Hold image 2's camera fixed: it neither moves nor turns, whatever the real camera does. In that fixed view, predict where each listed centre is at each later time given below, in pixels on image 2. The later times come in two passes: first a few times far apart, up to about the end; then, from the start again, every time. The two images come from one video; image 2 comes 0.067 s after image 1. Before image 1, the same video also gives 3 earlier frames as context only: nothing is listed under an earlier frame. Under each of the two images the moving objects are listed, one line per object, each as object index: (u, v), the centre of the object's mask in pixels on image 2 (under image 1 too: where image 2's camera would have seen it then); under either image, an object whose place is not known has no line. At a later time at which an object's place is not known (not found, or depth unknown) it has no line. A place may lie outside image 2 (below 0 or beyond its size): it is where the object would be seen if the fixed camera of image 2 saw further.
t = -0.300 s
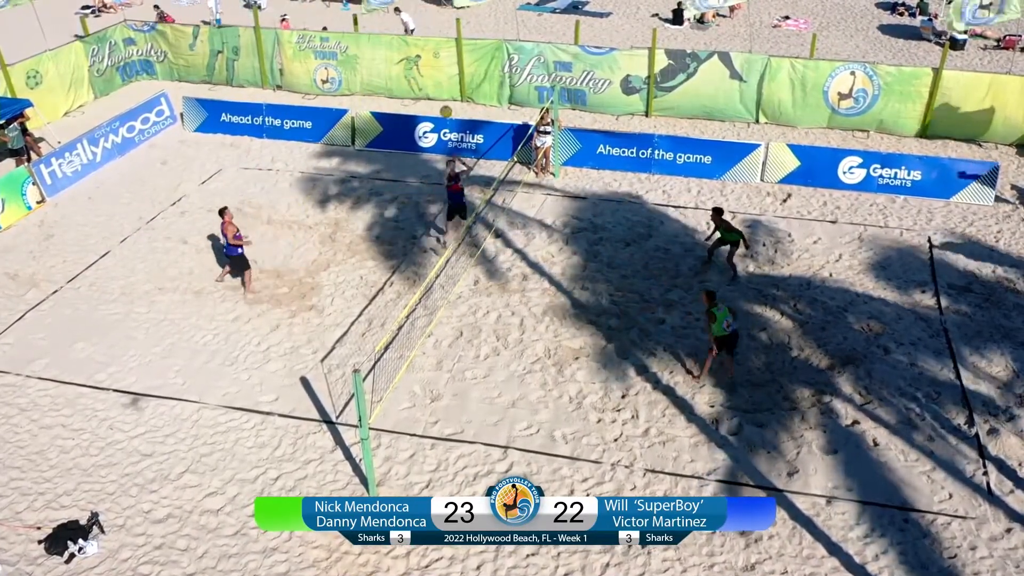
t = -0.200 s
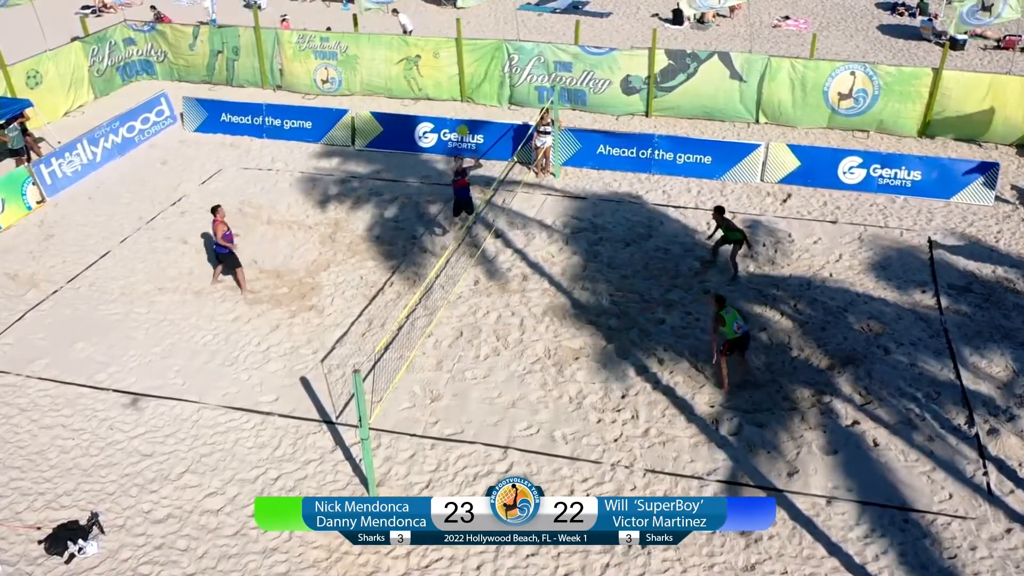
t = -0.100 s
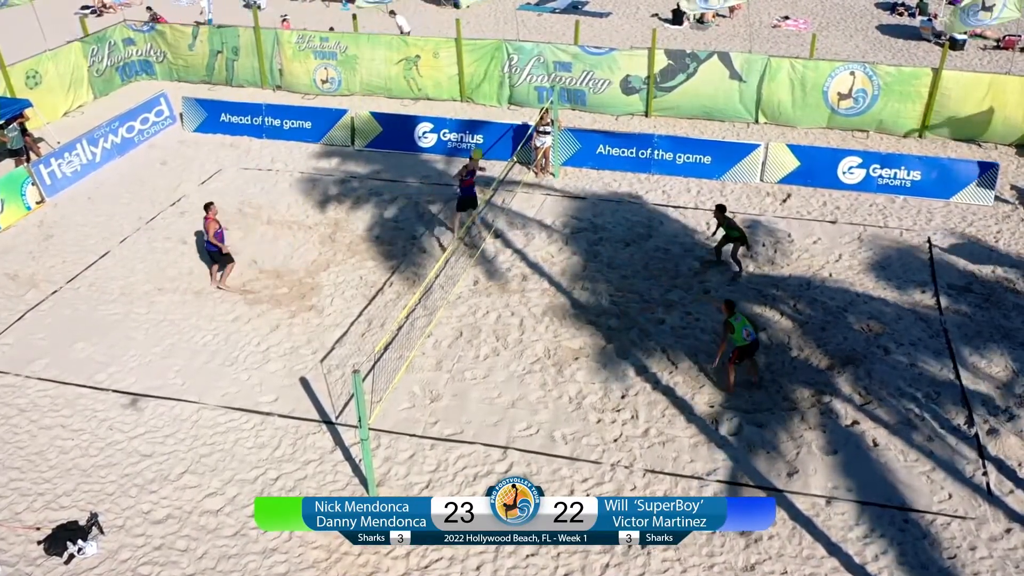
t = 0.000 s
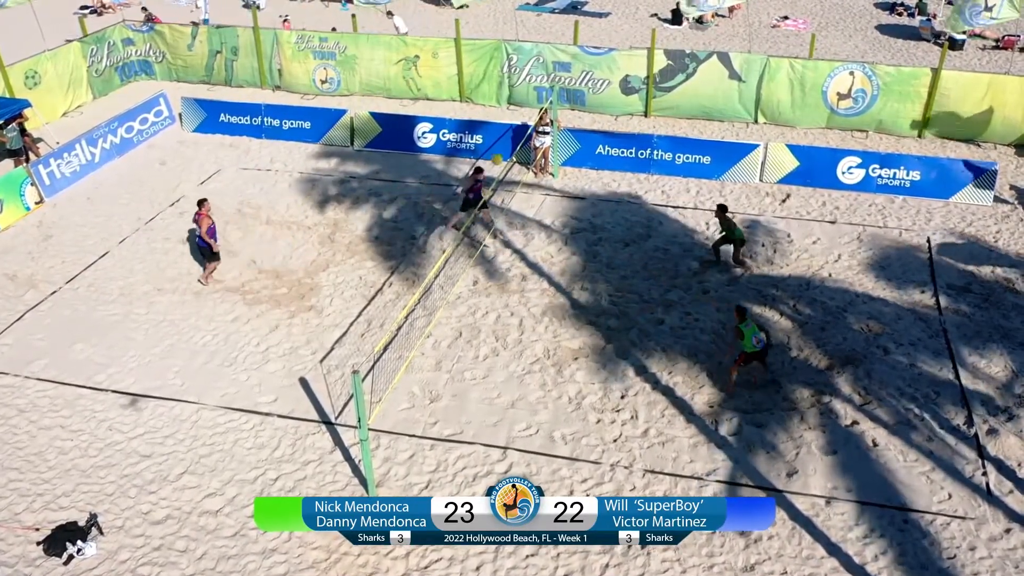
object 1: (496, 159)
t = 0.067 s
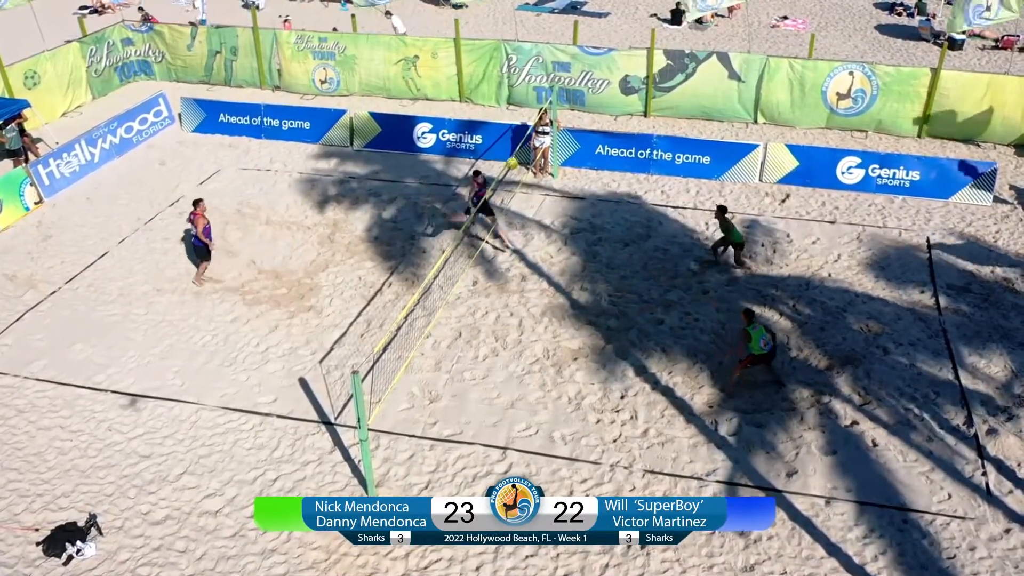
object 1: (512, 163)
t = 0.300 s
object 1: (572, 200)
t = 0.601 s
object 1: (659, 304)
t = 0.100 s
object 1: (519, 167)
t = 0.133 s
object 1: (527, 170)
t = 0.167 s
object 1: (536, 175)
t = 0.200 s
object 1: (545, 180)
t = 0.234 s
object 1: (553, 185)
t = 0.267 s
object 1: (562, 192)
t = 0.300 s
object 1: (572, 200)
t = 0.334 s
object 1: (581, 208)
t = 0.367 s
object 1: (590, 217)
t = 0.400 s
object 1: (599, 227)
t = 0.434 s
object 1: (609, 238)
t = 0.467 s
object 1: (619, 249)
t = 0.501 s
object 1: (629, 261)
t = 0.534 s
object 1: (639, 274)
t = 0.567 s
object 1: (649, 288)
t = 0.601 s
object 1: (659, 304)
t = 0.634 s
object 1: (669, 319)
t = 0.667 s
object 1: (679, 335)
